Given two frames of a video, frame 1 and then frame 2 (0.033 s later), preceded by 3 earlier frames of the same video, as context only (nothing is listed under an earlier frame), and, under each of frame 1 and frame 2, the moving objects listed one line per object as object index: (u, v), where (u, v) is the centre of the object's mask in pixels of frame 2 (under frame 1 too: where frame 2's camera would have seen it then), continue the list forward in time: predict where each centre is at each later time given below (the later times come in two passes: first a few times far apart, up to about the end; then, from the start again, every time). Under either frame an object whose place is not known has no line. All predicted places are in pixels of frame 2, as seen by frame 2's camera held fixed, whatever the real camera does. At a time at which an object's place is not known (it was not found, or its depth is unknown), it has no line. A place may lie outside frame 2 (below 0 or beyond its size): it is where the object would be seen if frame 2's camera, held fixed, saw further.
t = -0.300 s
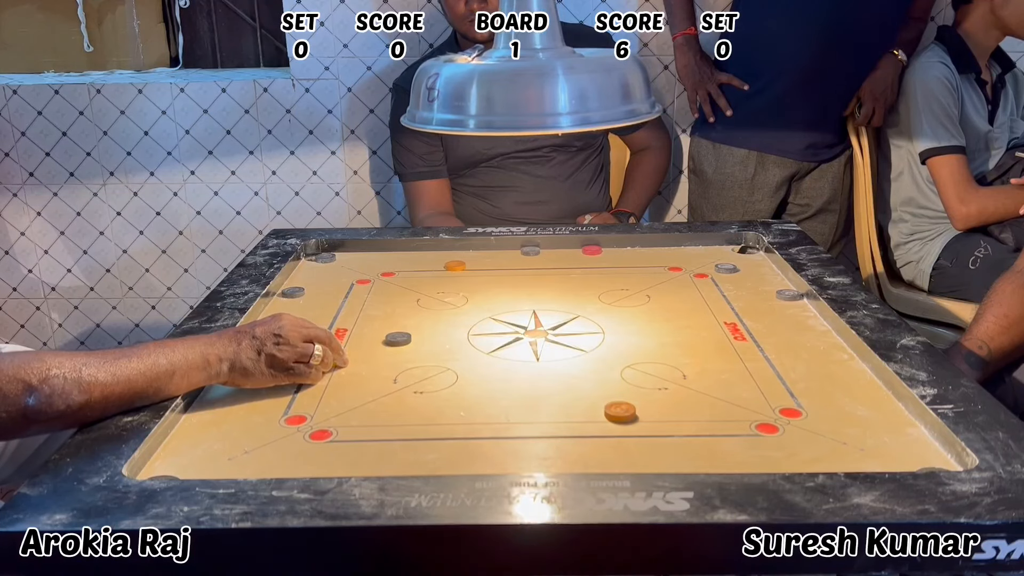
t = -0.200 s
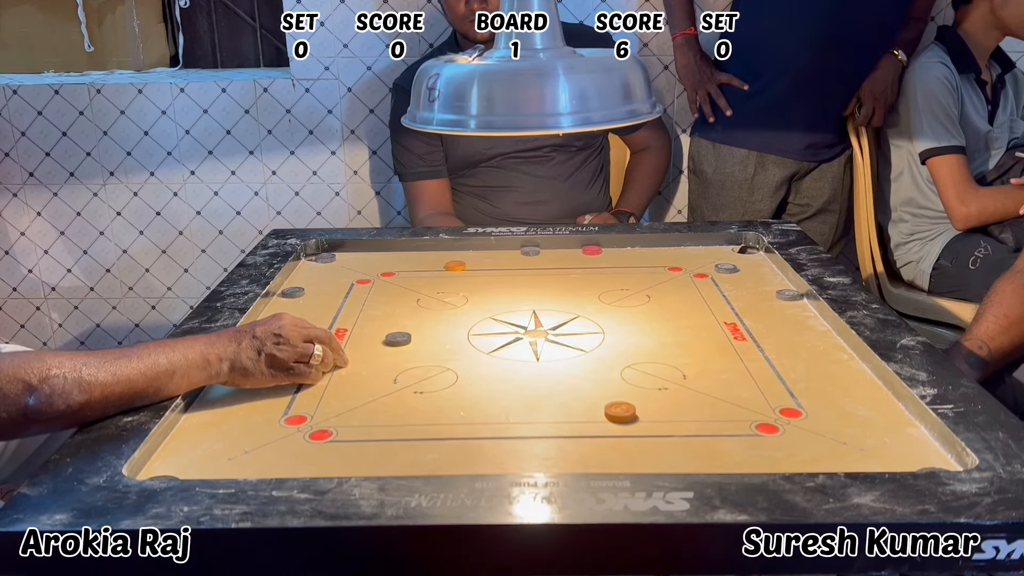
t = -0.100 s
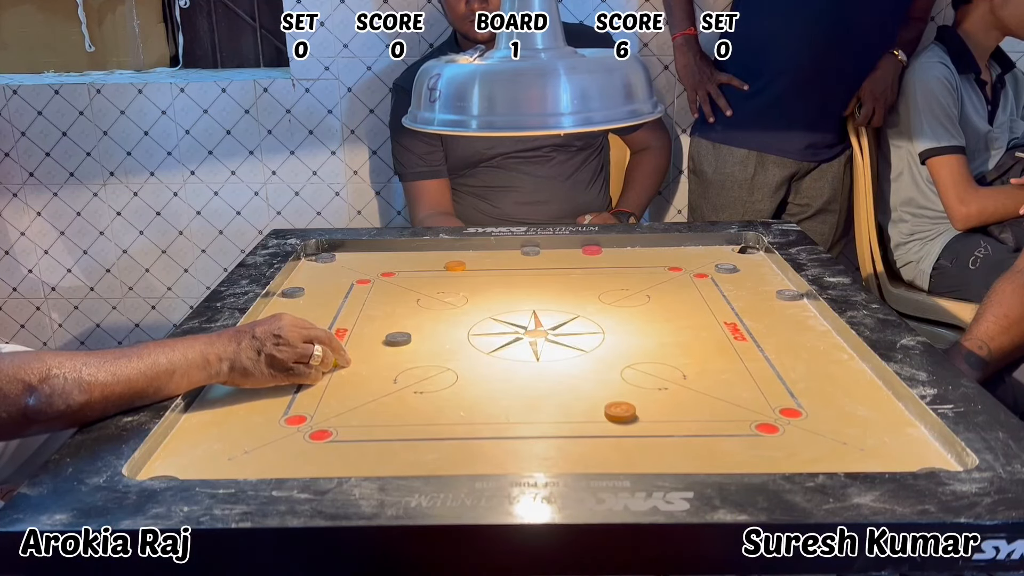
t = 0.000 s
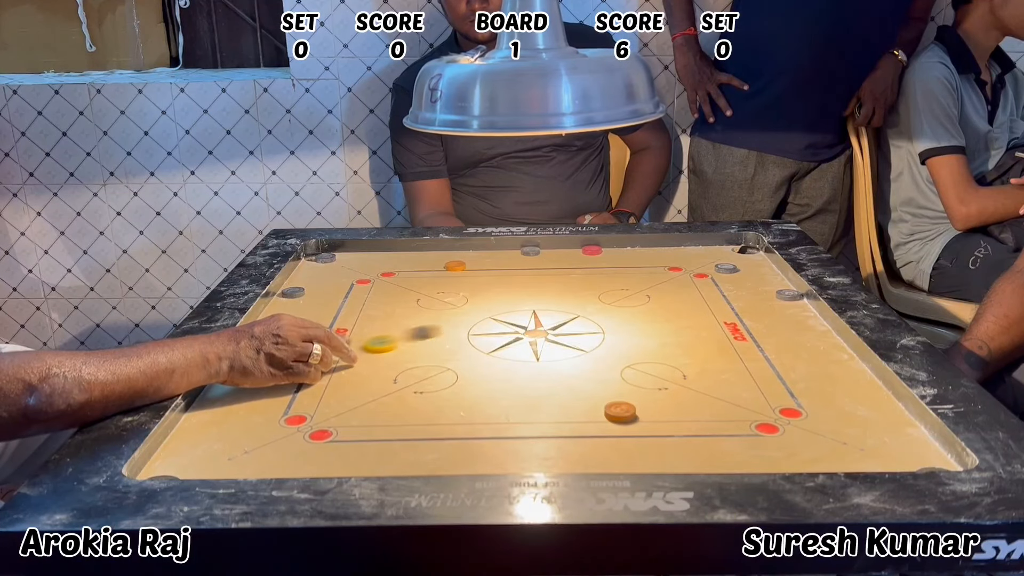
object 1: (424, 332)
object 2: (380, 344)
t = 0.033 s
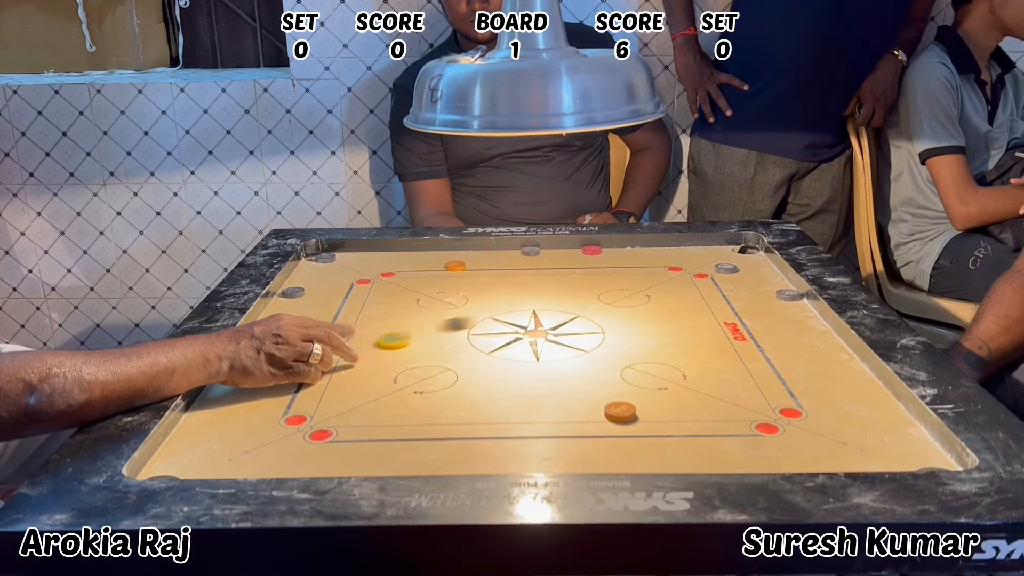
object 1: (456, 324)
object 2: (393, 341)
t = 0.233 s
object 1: (615, 284)
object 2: (451, 325)
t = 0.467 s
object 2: (477, 318)
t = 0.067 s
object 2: (405, 337)
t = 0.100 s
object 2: (416, 335)
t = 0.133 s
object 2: (427, 332)
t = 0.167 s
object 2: (436, 329)
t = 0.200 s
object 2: (444, 327)
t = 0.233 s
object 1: (615, 284)
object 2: (451, 325)
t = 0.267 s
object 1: (635, 279)
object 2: (457, 323)
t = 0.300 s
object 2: (462, 322)
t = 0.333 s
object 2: (467, 321)
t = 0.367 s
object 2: (471, 320)
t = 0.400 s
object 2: (474, 319)
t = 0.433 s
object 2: (475, 319)
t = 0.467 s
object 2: (477, 318)
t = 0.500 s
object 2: (478, 318)
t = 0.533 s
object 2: (478, 318)
